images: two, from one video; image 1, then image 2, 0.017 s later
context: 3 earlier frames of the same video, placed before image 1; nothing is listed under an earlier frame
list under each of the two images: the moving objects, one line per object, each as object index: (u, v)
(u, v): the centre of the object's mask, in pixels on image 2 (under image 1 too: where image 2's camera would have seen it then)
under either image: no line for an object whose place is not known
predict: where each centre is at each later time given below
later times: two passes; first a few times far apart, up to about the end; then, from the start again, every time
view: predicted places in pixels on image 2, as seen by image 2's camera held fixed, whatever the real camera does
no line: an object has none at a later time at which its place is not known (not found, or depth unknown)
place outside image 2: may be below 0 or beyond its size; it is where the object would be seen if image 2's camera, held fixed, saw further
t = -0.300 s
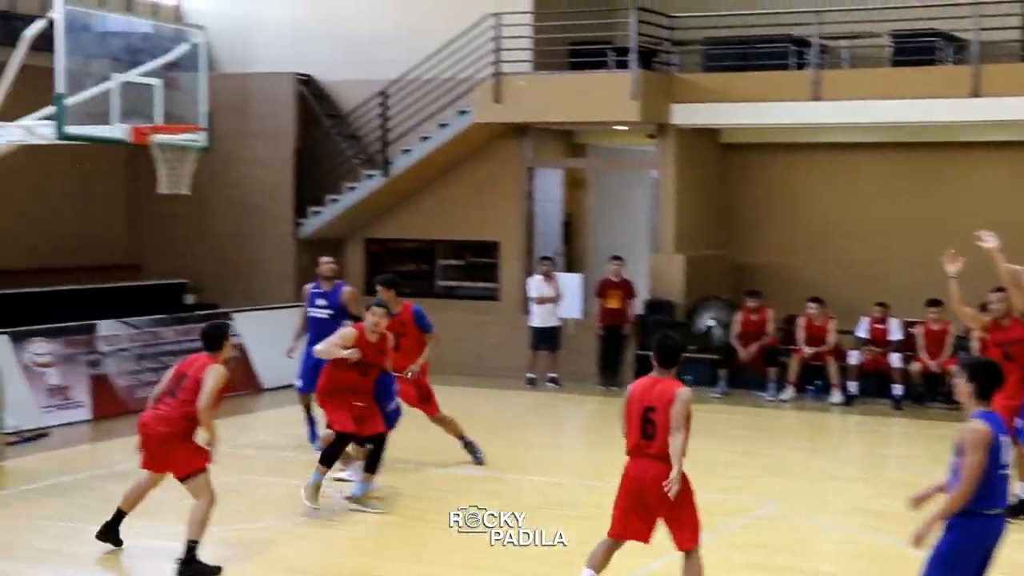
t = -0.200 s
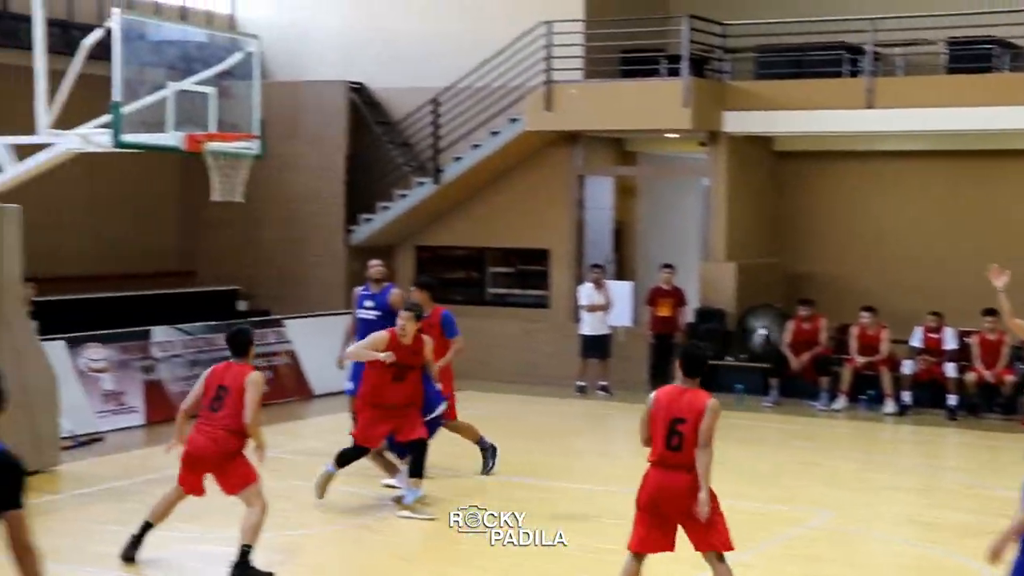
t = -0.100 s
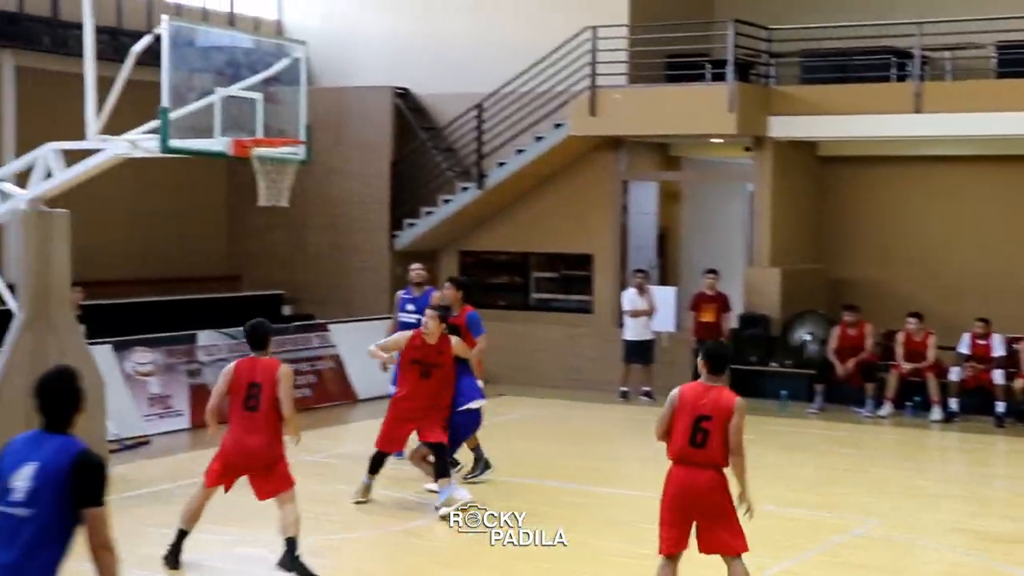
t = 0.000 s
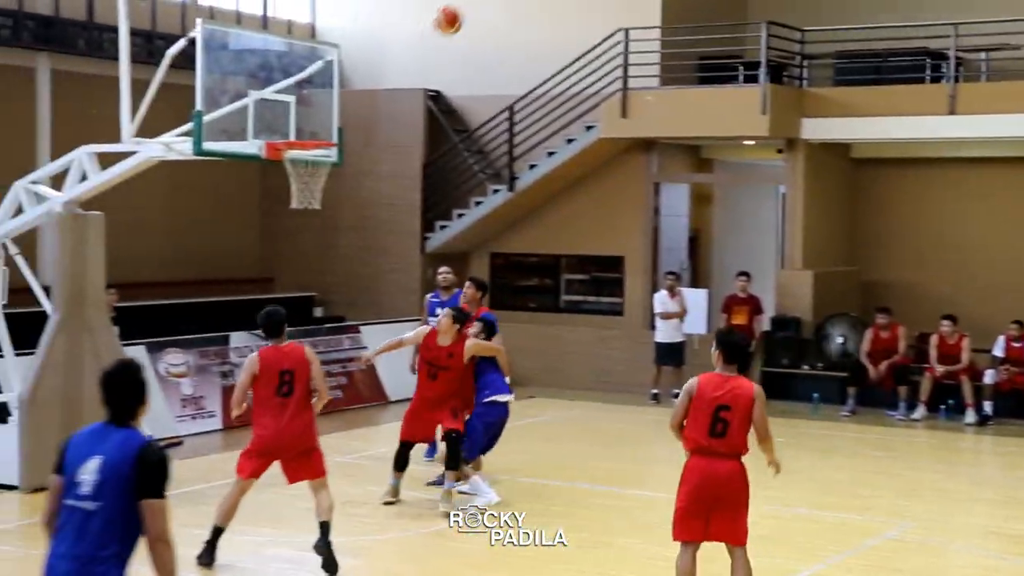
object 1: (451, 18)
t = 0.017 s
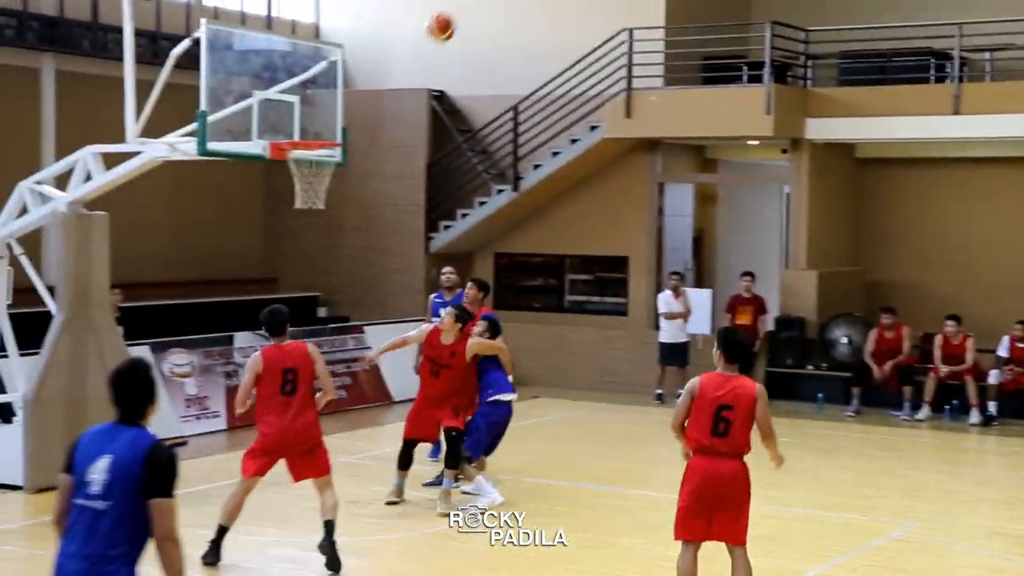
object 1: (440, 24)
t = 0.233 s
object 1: (298, 135)
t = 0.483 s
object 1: (355, 153)
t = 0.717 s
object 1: (342, 179)
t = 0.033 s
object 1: (429, 31)
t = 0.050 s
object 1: (418, 37)
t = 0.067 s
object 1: (408, 45)
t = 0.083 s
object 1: (396, 55)
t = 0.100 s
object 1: (384, 66)
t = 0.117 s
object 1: (373, 74)
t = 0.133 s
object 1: (361, 83)
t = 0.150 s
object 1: (351, 91)
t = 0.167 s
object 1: (339, 100)
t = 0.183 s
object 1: (327, 111)
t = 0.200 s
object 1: (317, 121)
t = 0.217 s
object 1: (307, 128)
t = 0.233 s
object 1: (298, 135)
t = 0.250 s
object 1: (310, 145)
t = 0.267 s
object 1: (318, 152)
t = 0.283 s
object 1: (330, 160)
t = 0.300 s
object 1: (341, 164)
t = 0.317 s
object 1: (344, 166)
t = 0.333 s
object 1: (347, 163)
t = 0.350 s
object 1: (349, 161)
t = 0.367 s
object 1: (350, 162)
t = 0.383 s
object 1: (353, 161)
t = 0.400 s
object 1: (354, 159)
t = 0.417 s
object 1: (355, 156)
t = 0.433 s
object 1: (355, 154)
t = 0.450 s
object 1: (355, 153)
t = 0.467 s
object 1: (355, 153)
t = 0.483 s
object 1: (355, 153)
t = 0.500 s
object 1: (355, 153)
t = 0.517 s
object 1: (355, 153)
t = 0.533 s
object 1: (355, 153)
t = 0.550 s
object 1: (354, 152)
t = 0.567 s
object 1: (354, 157)
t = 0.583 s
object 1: (353, 156)
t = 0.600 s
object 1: (353, 158)
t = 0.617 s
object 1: (352, 160)
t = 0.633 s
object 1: (351, 162)
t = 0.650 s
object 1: (350, 163)
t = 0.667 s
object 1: (349, 170)
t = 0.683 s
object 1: (346, 174)
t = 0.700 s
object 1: (344, 177)
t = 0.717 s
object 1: (342, 179)
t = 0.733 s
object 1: (339, 181)
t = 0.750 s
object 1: (335, 184)
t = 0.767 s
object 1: (329, 186)
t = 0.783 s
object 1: (326, 190)
